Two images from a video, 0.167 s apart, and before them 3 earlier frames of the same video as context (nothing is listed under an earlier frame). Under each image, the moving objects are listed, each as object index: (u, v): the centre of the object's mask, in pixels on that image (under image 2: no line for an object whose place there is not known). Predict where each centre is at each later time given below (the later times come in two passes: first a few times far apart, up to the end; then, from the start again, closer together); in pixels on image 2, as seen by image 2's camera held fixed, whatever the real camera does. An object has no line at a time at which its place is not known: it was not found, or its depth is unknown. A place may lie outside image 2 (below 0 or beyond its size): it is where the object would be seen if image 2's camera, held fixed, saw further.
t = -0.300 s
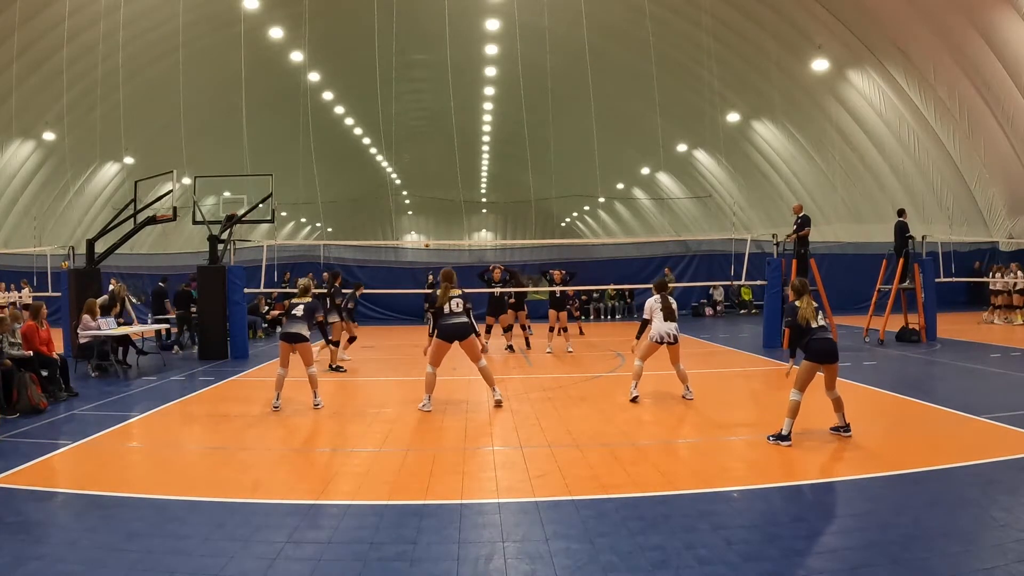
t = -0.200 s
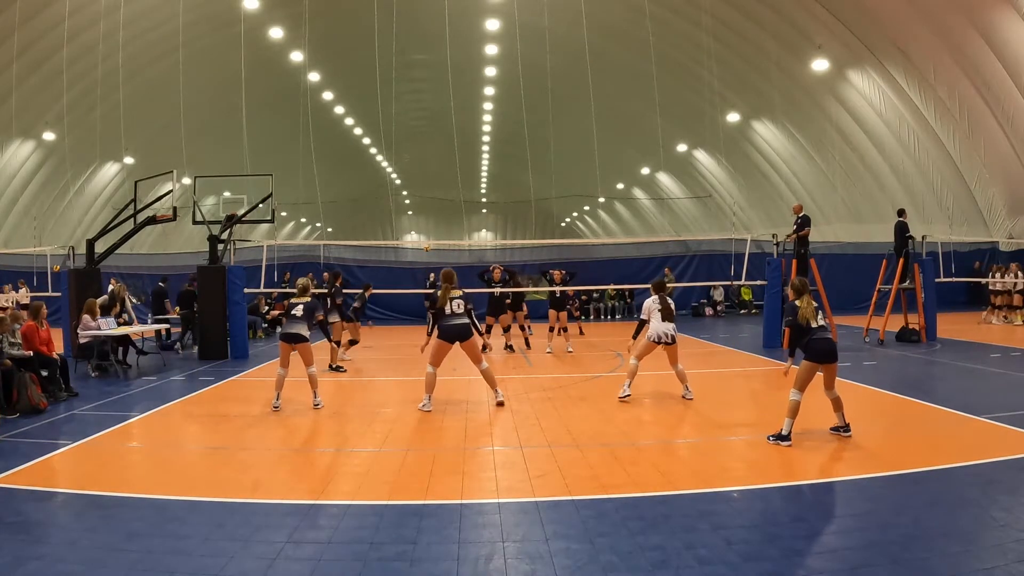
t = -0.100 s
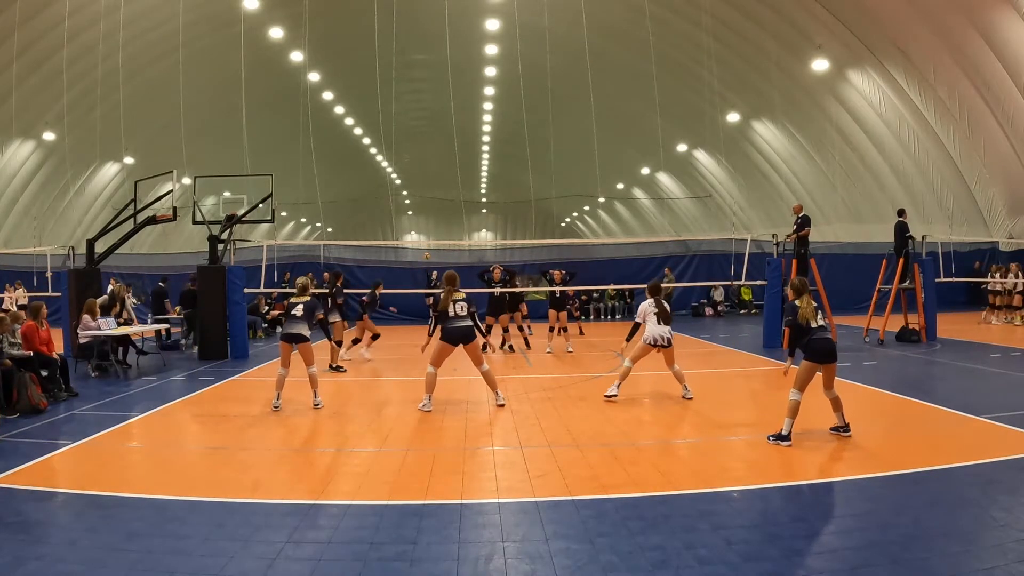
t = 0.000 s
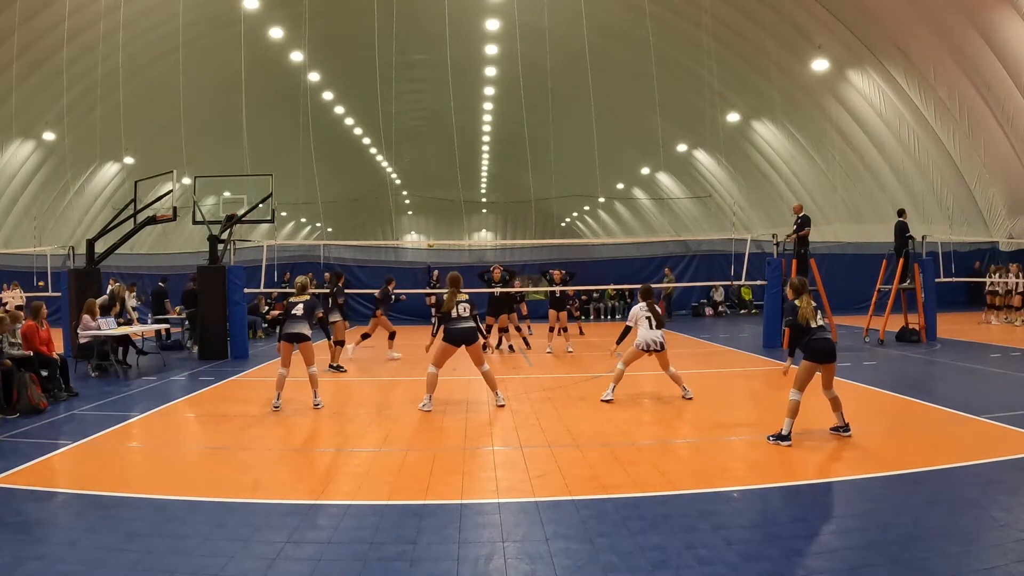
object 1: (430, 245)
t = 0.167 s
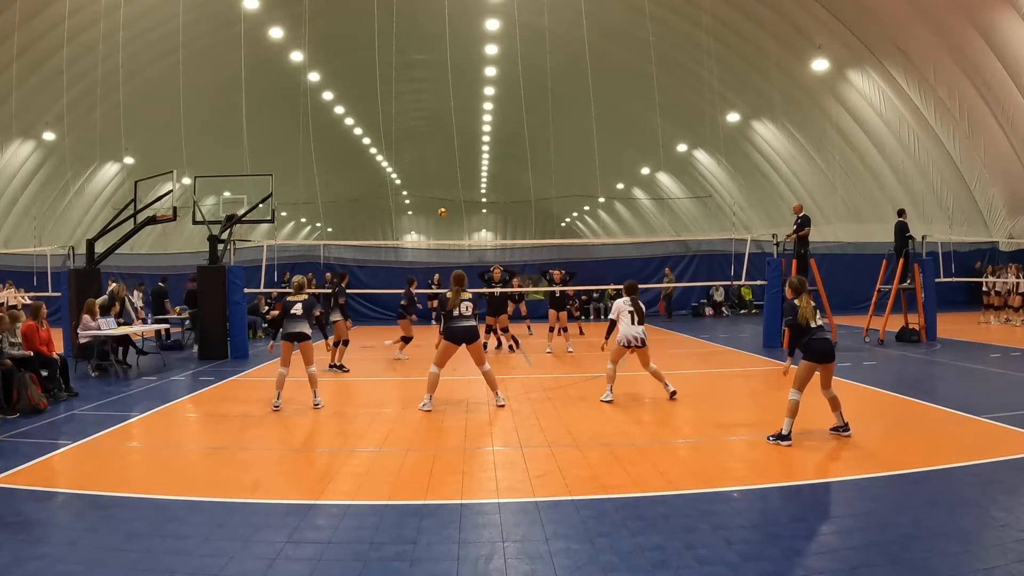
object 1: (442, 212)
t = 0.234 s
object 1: (447, 200)
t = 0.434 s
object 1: (470, 168)
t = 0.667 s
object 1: (511, 143)
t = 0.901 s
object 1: (583, 143)
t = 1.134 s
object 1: (720, 202)
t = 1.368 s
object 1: (1013, 422)
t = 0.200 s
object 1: (445, 206)
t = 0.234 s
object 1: (447, 200)
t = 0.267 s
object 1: (450, 195)
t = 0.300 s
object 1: (454, 189)
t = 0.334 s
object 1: (457, 183)
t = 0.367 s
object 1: (461, 178)
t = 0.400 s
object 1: (465, 173)
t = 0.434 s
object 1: (470, 168)
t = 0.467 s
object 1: (474, 164)
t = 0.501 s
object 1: (478, 159)
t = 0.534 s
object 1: (484, 154)
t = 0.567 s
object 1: (491, 151)
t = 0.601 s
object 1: (497, 148)
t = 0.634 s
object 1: (504, 146)
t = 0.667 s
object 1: (511, 143)
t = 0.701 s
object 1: (519, 141)
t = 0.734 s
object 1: (527, 139)
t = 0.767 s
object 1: (536, 138)
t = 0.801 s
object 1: (547, 138)
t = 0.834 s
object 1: (558, 139)
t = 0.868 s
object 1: (570, 140)
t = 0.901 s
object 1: (583, 143)
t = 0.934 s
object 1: (597, 147)
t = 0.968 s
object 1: (612, 152)
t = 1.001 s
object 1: (630, 158)
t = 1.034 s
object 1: (649, 166)
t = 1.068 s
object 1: (670, 175)
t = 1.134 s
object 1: (720, 202)
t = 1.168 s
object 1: (749, 219)
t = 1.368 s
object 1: (1013, 422)
